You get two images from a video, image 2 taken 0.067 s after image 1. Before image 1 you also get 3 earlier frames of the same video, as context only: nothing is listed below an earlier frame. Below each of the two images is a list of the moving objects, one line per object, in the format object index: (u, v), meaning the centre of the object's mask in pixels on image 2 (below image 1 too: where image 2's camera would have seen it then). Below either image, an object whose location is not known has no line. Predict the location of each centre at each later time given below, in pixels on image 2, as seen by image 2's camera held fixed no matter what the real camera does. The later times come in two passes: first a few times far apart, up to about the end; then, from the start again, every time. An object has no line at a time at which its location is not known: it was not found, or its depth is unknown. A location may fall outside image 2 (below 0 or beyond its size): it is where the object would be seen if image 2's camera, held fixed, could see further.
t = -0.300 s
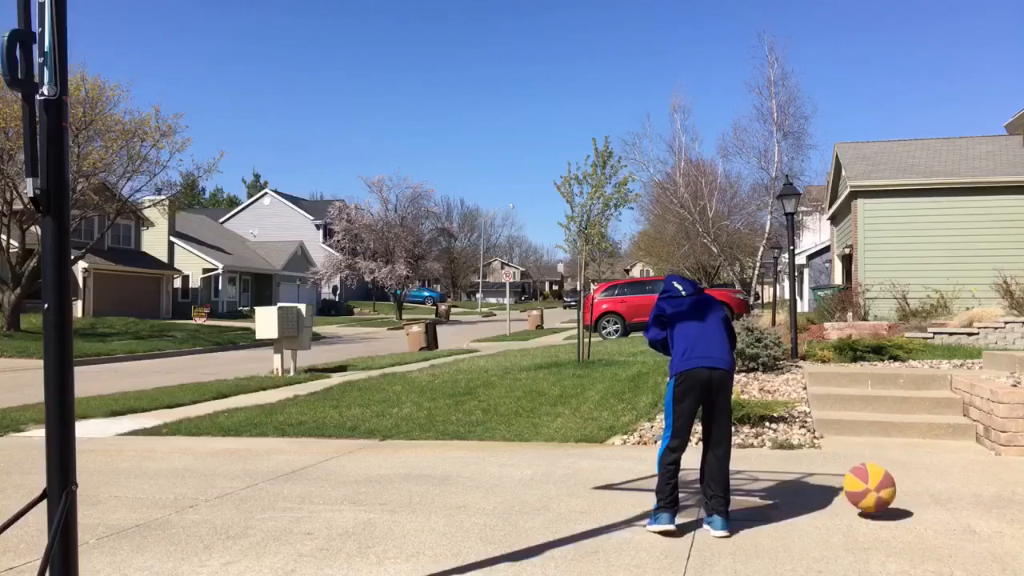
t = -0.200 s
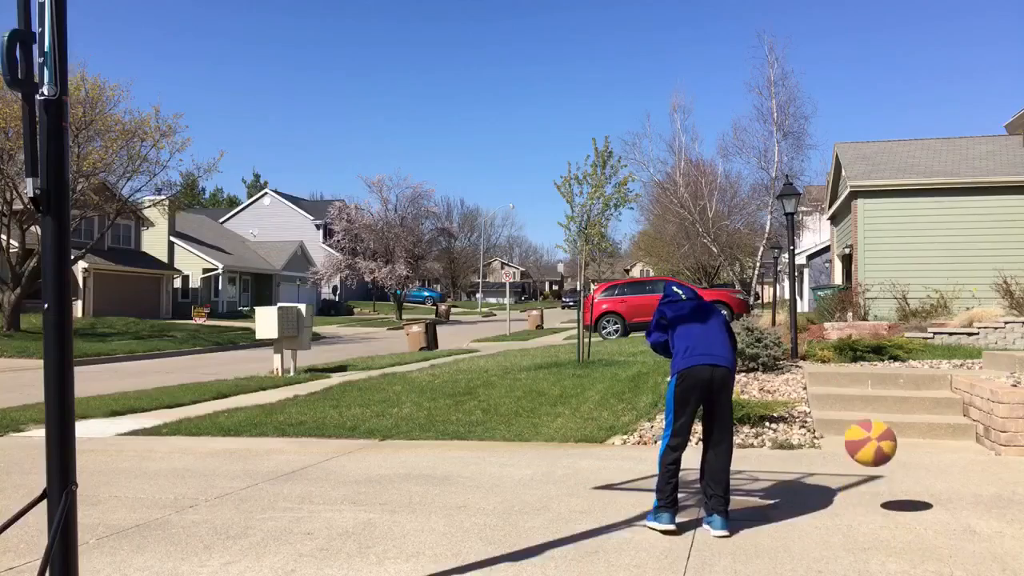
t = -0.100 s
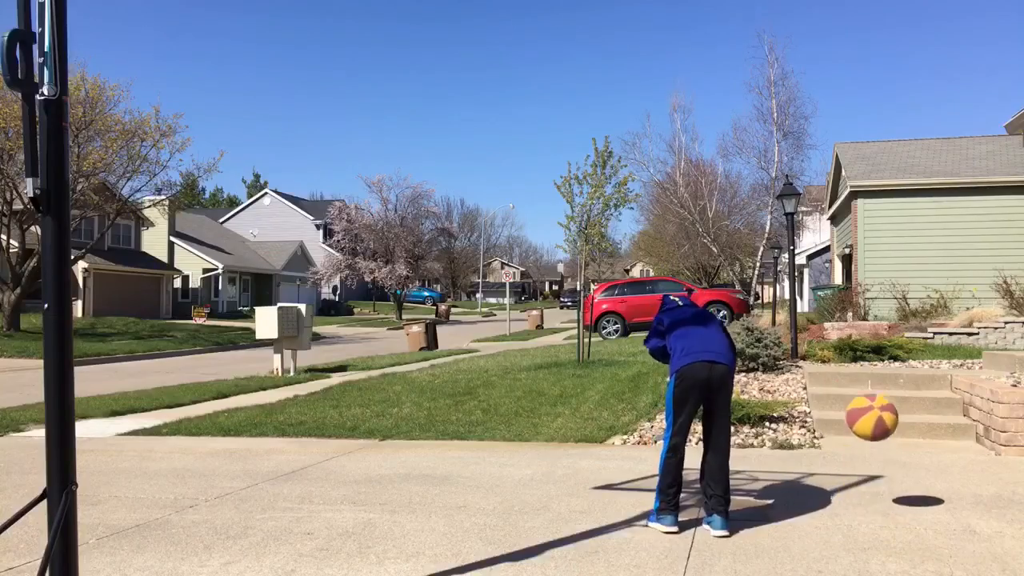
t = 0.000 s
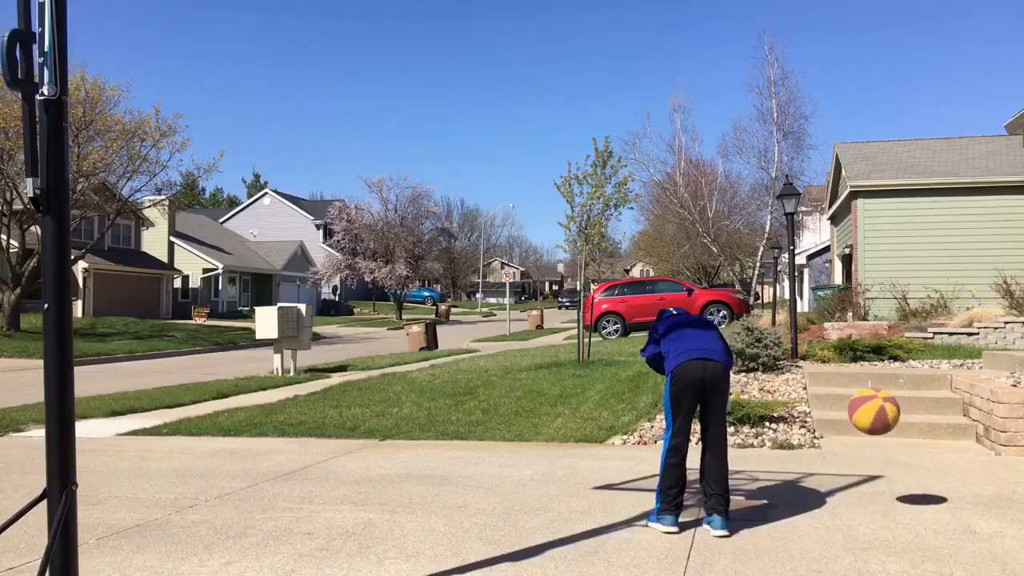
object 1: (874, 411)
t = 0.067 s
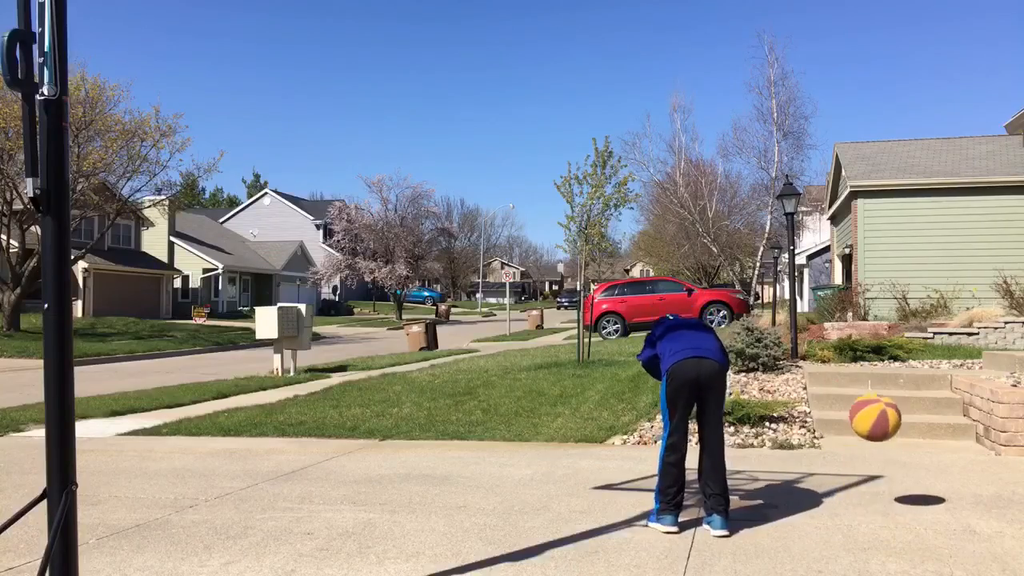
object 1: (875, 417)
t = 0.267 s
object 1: (880, 489)
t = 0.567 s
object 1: (873, 433)
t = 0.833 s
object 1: (866, 470)
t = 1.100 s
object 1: (852, 457)
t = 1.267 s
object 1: (843, 467)
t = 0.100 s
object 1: (876, 424)
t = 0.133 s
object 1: (876, 433)
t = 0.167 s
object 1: (877, 444)
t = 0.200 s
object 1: (878, 457)
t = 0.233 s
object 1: (879, 472)
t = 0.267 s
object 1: (880, 489)
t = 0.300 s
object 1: (880, 483)
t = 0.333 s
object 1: (879, 469)
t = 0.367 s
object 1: (877, 458)
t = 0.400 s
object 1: (877, 449)
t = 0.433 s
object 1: (876, 442)
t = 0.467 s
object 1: (875, 437)
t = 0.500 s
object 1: (874, 433)
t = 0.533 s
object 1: (874, 432)
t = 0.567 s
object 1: (873, 433)
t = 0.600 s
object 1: (872, 436)
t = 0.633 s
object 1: (871, 442)
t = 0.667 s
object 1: (871, 450)
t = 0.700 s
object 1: (870, 459)
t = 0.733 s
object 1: (870, 471)
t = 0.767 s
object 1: (869, 484)
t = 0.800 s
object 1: (868, 480)
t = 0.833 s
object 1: (866, 470)
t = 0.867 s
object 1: (864, 461)
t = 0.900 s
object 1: (862, 454)
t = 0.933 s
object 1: (860, 450)
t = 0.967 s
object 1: (859, 447)
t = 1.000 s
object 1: (857, 446)
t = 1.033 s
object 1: (855, 448)
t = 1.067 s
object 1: (854, 451)
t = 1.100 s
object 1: (852, 457)
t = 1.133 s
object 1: (851, 464)
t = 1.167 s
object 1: (849, 474)
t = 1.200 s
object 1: (847, 484)
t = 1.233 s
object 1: (845, 475)
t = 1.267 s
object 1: (843, 467)
